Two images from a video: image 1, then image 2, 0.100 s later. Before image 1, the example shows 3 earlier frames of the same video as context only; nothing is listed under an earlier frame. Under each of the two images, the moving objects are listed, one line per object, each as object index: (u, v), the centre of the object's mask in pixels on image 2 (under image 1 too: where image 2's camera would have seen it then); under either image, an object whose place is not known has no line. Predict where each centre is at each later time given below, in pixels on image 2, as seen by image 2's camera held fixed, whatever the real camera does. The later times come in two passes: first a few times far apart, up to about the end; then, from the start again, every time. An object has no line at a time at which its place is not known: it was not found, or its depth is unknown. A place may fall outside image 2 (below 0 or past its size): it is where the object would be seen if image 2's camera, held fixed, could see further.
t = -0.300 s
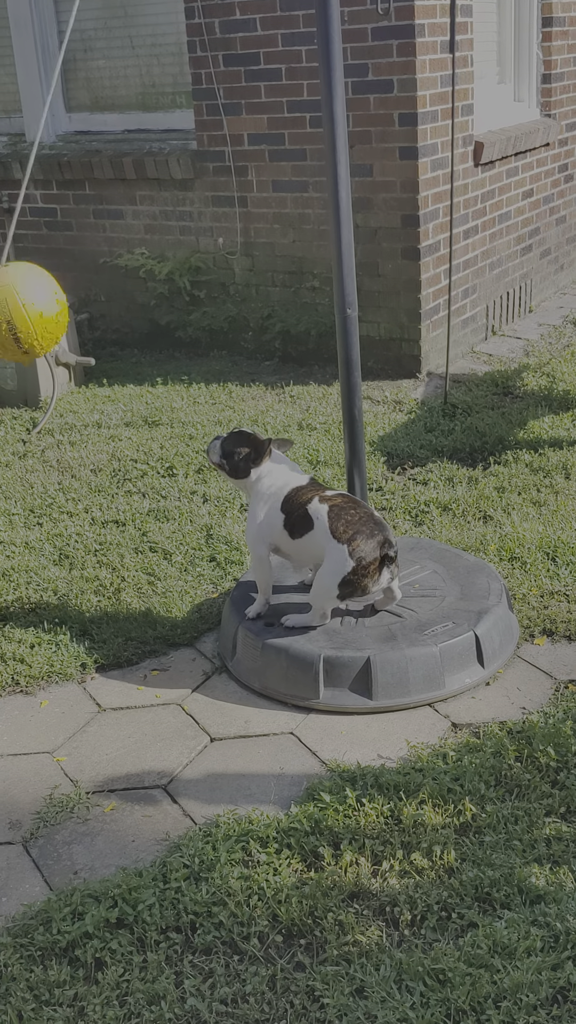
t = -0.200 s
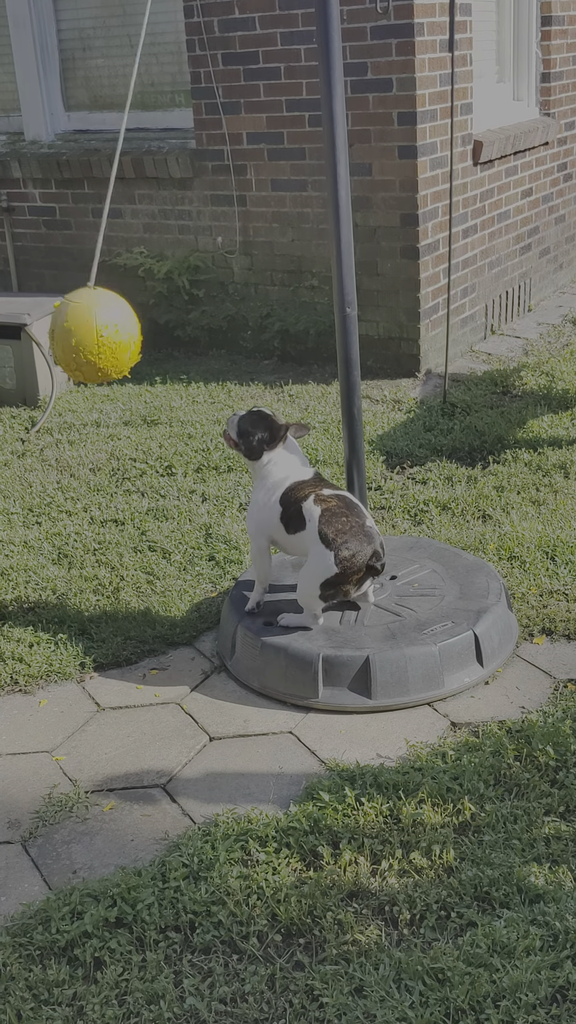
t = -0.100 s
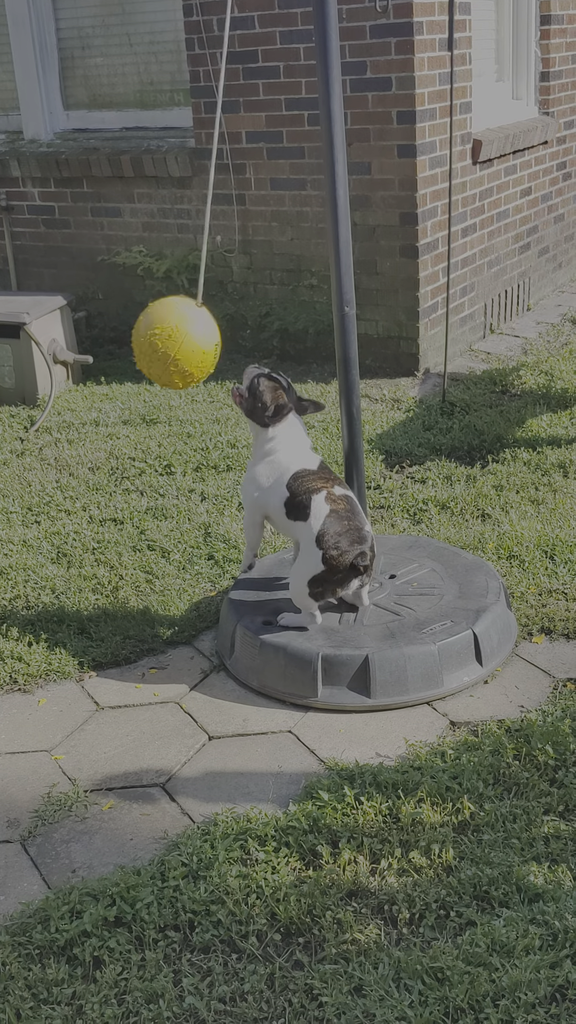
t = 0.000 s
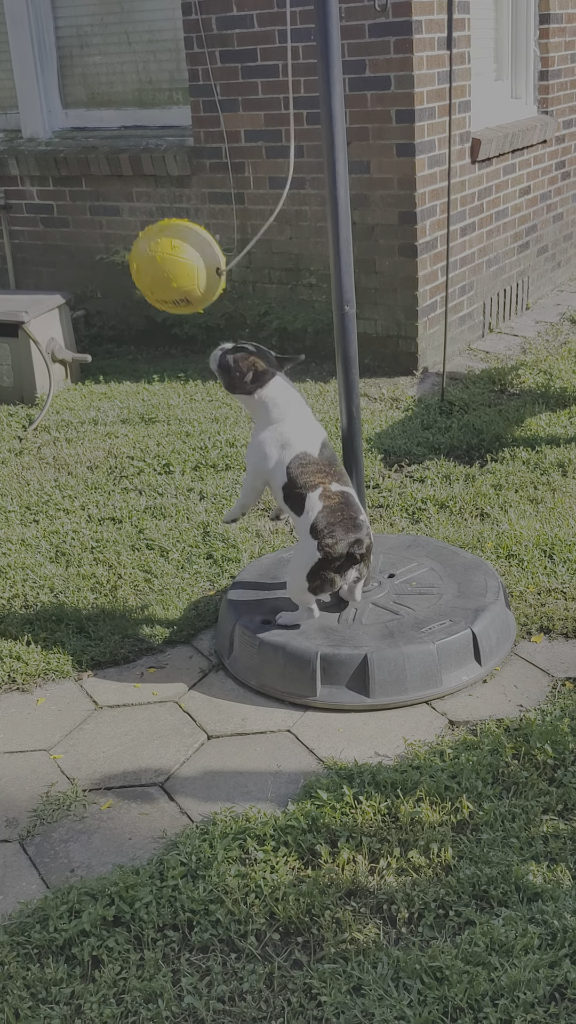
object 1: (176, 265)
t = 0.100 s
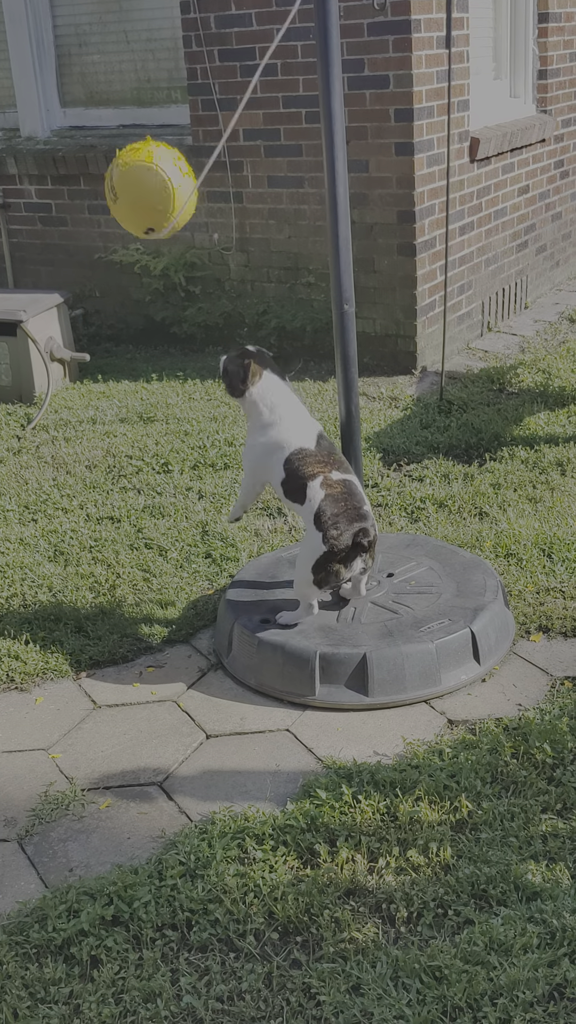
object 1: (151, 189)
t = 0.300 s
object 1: (108, 192)
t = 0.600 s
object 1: (118, 263)
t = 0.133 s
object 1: (145, 177)
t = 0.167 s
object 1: (139, 170)
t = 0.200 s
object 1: (132, 170)
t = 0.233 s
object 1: (124, 173)
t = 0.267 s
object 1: (121, 186)
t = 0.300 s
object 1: (108, 192)
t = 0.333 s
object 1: (100, 208)
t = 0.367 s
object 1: (93, 226)
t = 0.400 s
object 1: (87, 246)
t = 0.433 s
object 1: (83, 262)
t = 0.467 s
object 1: (88, 260)
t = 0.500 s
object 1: (95, 259)
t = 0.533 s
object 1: (103, 258)
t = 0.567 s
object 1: (110, 261)
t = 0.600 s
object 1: (118, 263)
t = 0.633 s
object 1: (126, 262)
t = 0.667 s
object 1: (136, 263)
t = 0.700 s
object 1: (146, 266)
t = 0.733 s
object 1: (157, 274)
